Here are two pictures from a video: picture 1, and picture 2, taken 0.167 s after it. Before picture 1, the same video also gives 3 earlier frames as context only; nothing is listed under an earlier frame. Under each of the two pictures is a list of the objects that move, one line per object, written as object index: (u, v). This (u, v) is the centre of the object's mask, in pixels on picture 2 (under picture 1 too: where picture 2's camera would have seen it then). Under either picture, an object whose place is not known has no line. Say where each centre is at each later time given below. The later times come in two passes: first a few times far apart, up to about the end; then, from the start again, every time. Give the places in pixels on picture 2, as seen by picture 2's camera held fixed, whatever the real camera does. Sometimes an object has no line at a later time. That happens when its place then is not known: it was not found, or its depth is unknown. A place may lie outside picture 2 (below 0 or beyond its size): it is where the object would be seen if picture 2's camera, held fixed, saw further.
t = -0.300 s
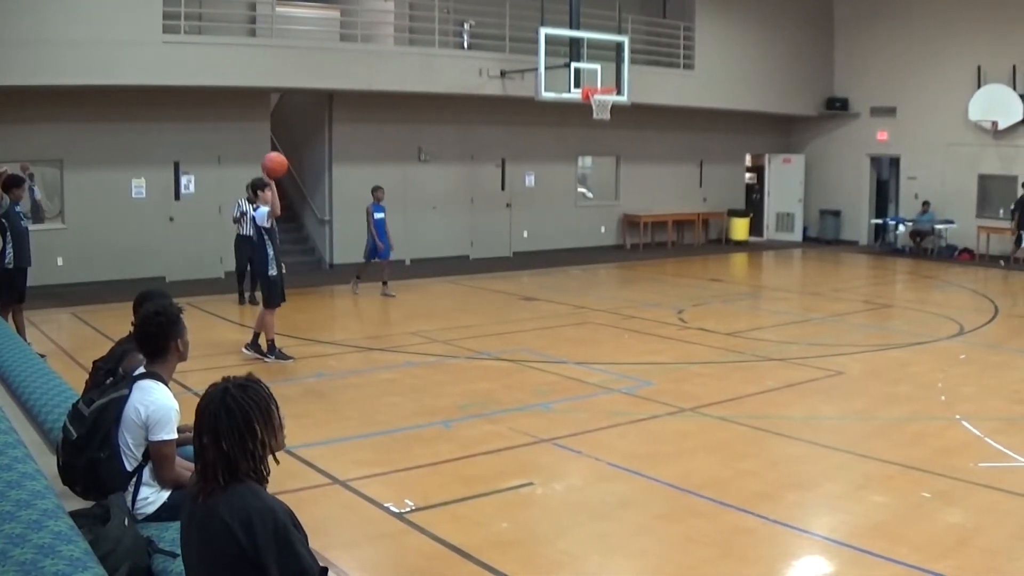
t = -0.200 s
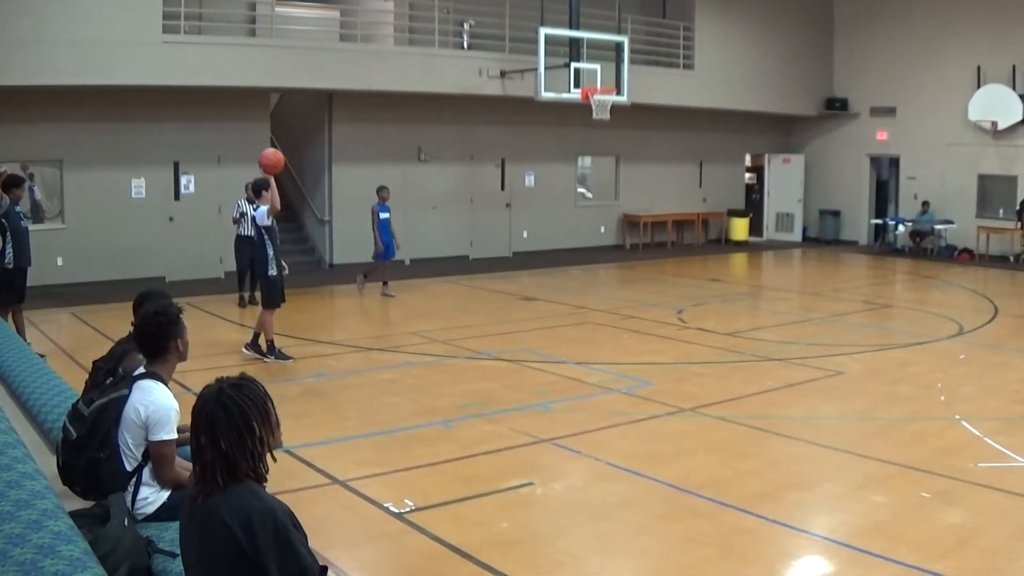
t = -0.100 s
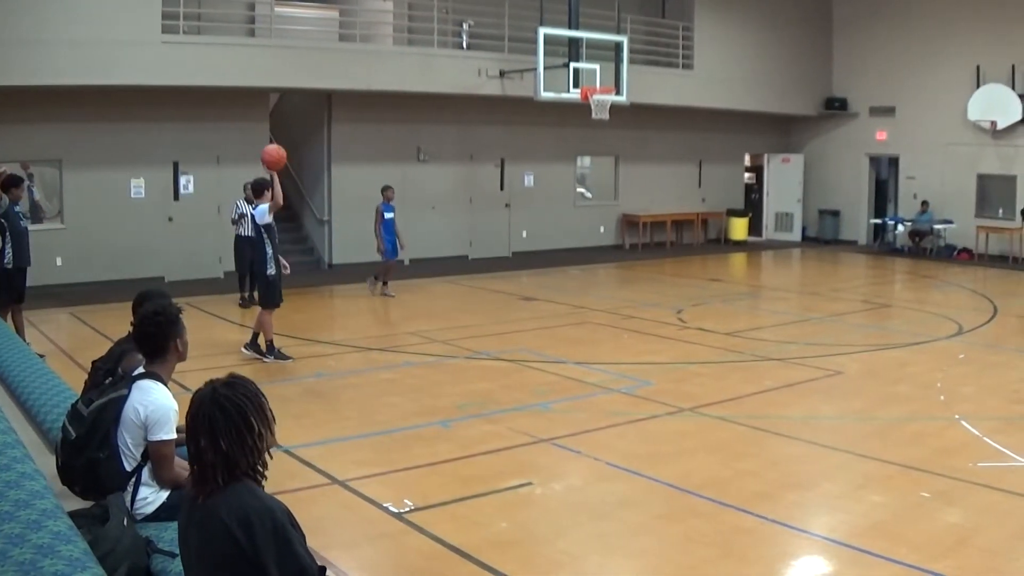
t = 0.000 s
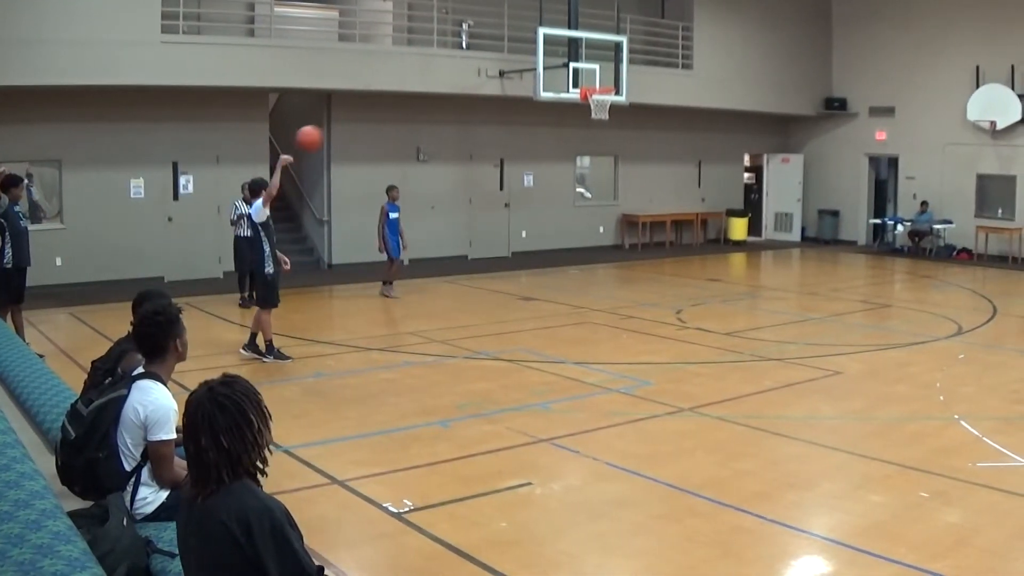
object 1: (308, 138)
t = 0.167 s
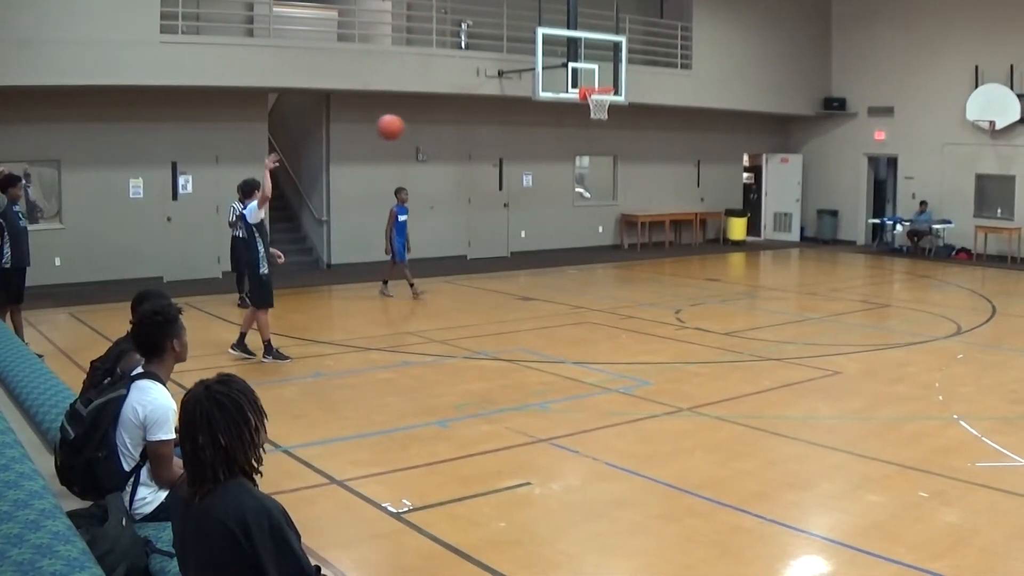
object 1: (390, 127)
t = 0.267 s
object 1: (438, 134)
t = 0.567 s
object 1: (577, 221)
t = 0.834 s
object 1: (681, 340)
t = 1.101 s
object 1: (733, 246)
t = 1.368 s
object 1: (781, 221)
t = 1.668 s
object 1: (830, 275)
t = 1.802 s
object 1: (849, 325)
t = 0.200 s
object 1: (406, 128)
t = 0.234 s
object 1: (422, 131)
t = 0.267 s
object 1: (438, 134)
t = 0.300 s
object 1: (455, 139)
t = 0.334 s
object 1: (470, 146)
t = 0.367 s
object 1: (485, 153)
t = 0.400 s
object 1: (501, 162)
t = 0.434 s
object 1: (516, 171)
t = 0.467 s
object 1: (532, 183)
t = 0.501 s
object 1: (547, 193)
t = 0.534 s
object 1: (562, 207)
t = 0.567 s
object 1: (577, 221)
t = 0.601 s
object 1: (591, 236)
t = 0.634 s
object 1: (605, 251)
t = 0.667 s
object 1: (619, 267)
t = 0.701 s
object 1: (632, 285)
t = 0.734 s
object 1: (646, 303)
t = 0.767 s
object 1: (658, 322)
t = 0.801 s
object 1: (673, 344)
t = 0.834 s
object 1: (681, 340)
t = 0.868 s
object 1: (688, 324)
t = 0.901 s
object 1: (694, 311)
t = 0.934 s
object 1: (701, 297)
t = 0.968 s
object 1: (708, 284)
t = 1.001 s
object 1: (714, 272)
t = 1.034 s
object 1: (720, 262)
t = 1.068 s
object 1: (726, 253)
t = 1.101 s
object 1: (733, 246)
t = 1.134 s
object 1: (739, 239)
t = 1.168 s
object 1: (746, 233)
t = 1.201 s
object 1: (752, 228)
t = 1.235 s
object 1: (757, 225)
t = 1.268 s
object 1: (763, 222)
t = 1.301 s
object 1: (769, 220)
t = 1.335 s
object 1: (775, 221)
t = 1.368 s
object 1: (781, 221)
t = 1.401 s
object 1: (786, 222)
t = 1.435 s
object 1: (792, 225)
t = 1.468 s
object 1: (799, 230)
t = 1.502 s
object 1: (804, 235)
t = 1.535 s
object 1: (810, 240)
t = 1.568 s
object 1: (815, 247)
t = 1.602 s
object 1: (821, 254)
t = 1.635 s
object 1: (826, 264)
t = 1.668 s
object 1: (830, 275)
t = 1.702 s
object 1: (835, 286)
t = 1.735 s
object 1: (840, 298)
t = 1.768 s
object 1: (845, 311)
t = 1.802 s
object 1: (849, 325)
